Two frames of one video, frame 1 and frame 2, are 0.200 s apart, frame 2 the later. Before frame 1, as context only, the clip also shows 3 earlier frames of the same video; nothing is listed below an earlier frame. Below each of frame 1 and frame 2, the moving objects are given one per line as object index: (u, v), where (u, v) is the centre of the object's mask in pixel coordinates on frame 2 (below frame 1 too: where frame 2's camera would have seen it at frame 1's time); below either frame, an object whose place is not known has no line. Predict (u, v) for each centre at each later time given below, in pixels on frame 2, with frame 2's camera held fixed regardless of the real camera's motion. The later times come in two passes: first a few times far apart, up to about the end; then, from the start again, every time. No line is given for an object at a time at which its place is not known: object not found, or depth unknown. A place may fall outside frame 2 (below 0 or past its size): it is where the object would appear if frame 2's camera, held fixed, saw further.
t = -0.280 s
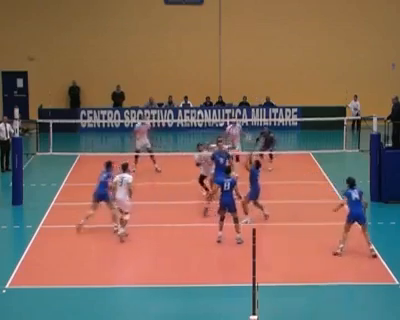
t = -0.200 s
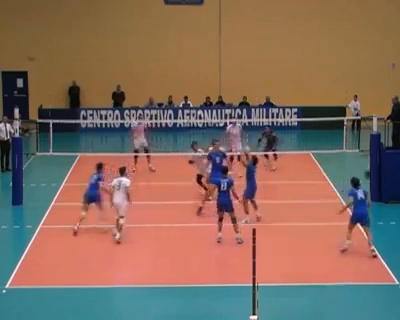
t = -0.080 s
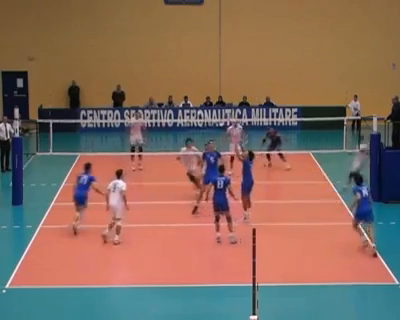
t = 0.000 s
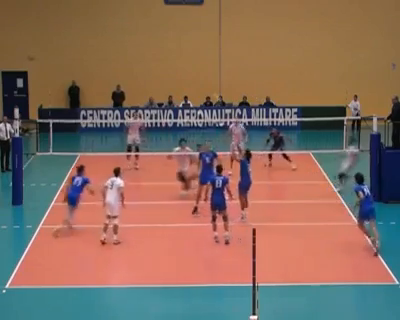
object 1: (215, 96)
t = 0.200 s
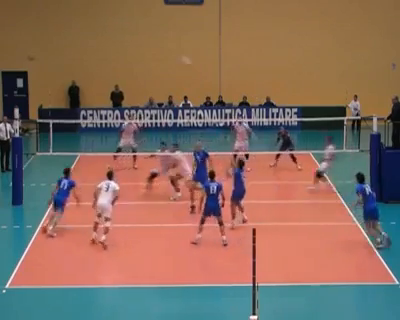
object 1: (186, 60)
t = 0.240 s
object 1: (180, 55)
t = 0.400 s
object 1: (156, 40)
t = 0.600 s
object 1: (128, 35)
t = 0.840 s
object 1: (94, 47)
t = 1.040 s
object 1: (69, 73)
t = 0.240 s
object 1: (180, 55)
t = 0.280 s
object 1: (174, 50)
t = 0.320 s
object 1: (167, 46)
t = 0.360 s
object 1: (162, 43)
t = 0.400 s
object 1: (156, 40)
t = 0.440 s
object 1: (151, 38)
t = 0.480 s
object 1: (145, 36)
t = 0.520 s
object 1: (139, 35)
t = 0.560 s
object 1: (133, 34)
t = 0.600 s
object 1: (128, 35)
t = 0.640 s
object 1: (122, 35)
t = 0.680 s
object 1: (116, 37)
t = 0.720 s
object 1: (110, 39)
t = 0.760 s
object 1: (105, 41)
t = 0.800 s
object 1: (101, 44)
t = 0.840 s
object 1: (94, 47)
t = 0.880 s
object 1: (89, 51)
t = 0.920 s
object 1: (84, 55)
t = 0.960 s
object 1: (80, 60)
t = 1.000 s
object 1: (74, 66)
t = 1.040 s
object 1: (69, 73)
